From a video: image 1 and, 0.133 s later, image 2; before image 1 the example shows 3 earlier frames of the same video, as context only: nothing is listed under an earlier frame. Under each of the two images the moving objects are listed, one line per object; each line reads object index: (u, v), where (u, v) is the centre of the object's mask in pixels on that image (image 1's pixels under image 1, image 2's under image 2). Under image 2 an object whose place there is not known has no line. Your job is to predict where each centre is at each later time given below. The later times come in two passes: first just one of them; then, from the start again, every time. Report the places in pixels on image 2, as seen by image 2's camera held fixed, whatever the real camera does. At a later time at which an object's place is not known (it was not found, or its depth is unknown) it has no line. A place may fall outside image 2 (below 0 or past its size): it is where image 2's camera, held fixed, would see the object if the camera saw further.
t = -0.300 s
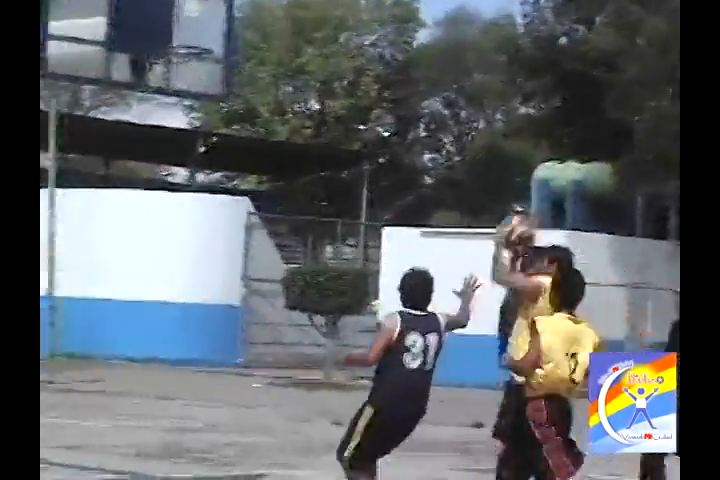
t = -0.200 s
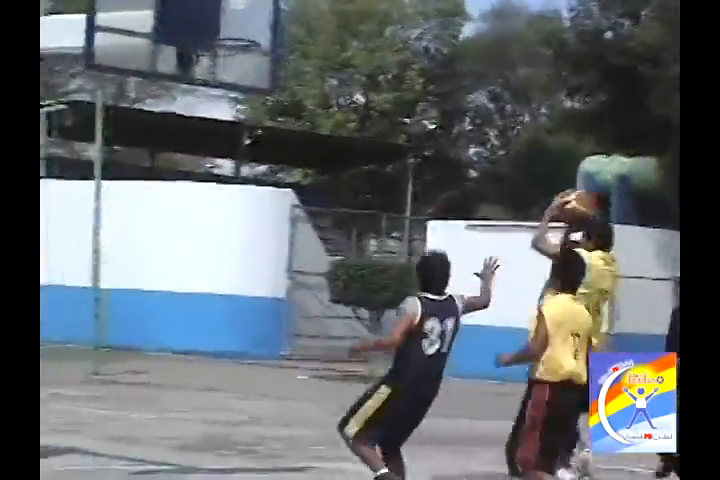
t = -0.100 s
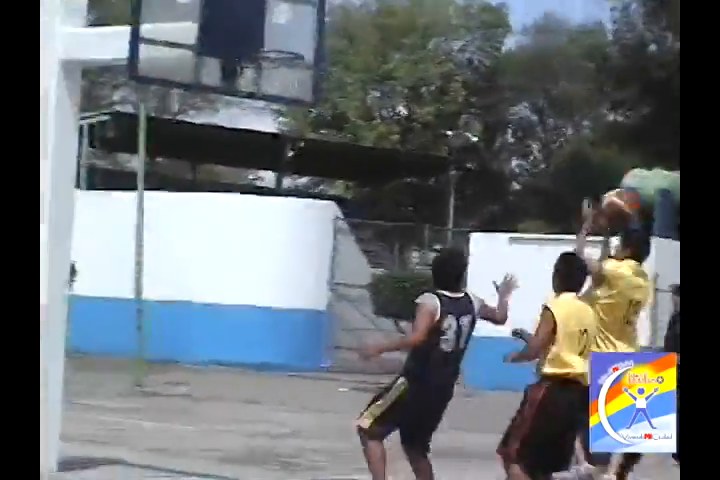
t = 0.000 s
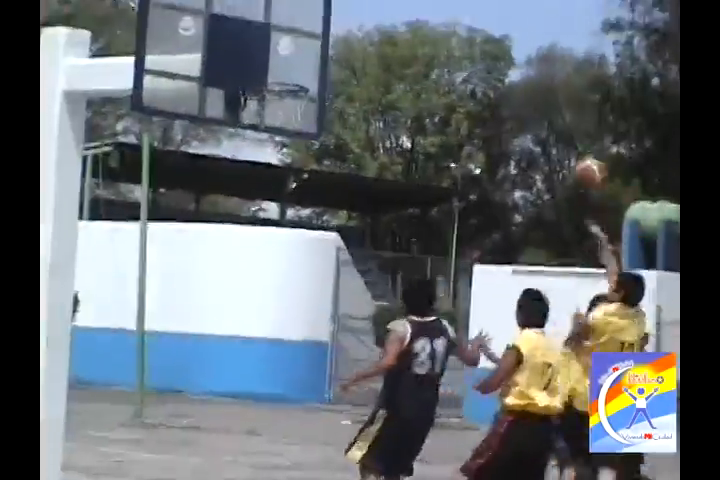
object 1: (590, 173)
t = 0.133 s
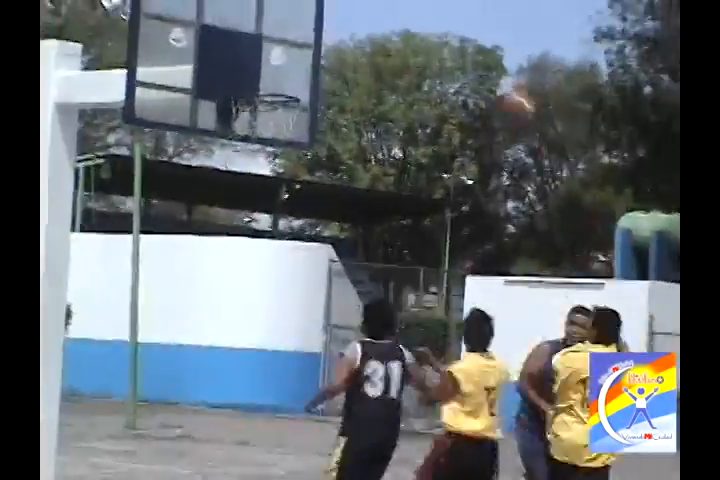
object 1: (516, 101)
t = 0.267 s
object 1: (454, 55)
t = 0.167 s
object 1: (497, 86)
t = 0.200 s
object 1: (483, 75)
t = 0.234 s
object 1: (468, 63)
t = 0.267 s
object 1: (454, 55)
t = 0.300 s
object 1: (440, 48)
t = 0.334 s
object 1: (423, 42)
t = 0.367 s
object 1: (404, 37)
